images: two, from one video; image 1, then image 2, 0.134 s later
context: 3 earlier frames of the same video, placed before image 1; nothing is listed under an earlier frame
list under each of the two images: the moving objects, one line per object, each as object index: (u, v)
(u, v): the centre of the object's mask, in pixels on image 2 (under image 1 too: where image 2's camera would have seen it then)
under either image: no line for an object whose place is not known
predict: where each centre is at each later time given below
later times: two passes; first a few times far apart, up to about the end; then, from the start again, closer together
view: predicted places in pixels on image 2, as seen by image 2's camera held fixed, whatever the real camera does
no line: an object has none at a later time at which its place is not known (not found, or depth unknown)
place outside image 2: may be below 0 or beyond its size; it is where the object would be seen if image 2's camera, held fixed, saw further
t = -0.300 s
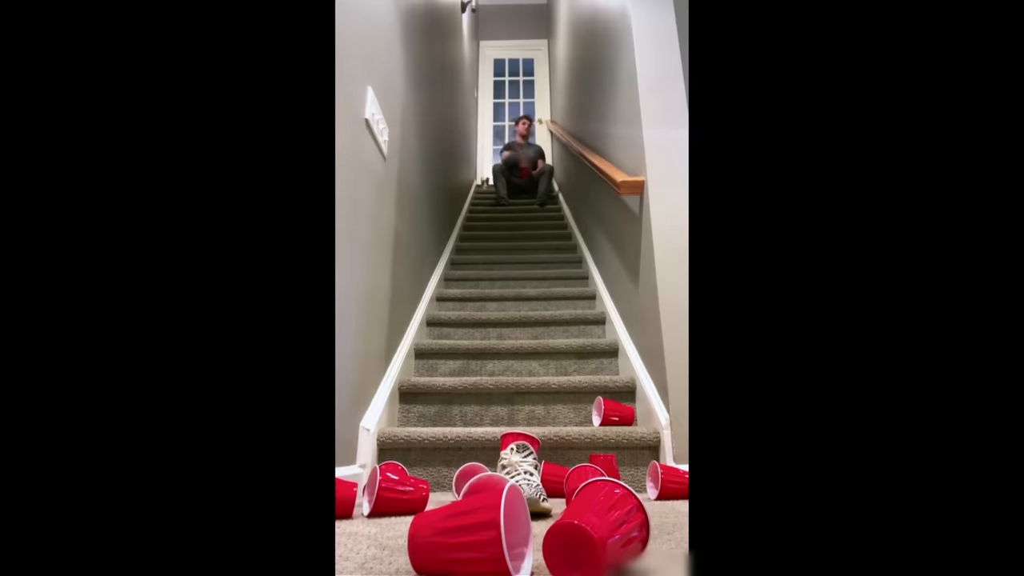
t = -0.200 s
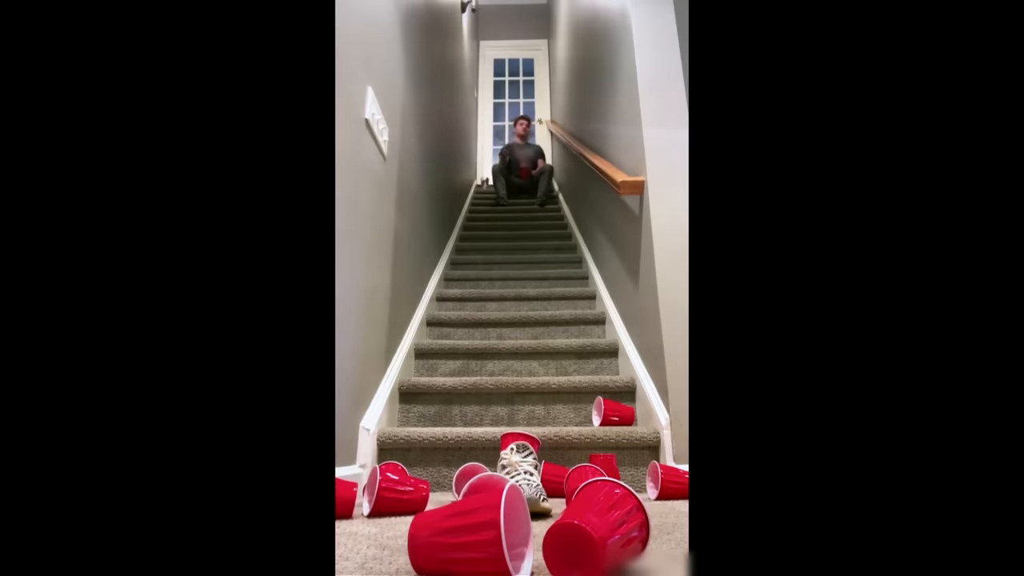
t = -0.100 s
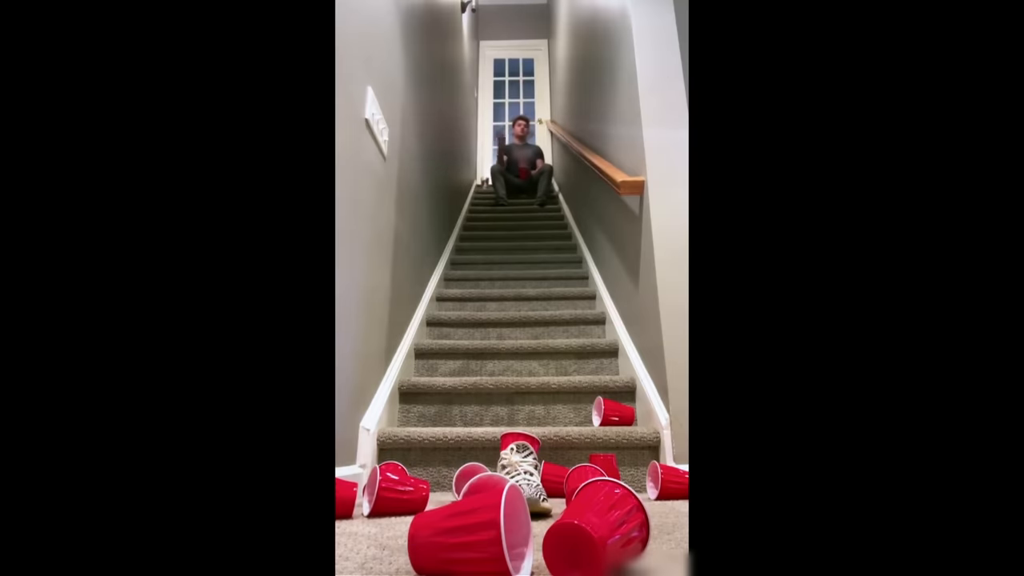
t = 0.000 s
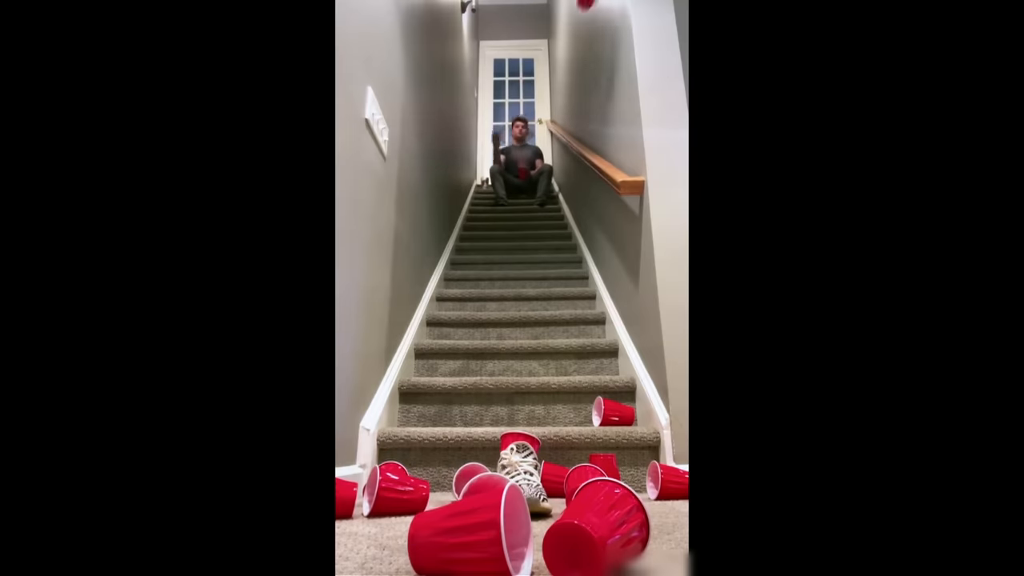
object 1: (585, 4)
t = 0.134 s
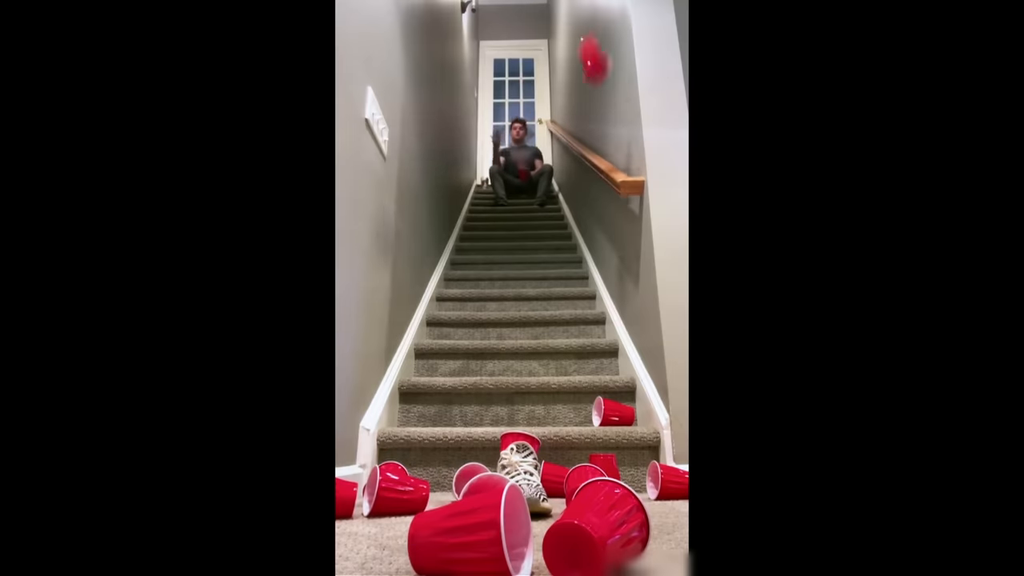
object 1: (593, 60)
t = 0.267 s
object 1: (598, 168)
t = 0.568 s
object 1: (581, 371)
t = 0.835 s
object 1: (533, 343)
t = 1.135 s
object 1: (530, 422)
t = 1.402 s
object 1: (525, 422)
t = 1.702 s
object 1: (522, 430)
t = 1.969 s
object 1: (523, 432)
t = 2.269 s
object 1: (524, 432)
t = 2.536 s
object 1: (524, 432)
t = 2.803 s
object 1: (525, 432)
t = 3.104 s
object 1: (525, 432)
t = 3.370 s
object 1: (525, 432)
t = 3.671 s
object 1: (525, 432)
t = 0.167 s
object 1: (593, 82)
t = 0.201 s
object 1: (594, 107)
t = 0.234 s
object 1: (596, 134)
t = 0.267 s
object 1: (598, 168)
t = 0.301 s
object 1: (601, 201)
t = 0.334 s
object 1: (603, 237)
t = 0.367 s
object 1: (603, 277)
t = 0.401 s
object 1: (599, 328)
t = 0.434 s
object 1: (604, 369)
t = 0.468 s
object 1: (604, 419)
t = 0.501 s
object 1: (599, 422)
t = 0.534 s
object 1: (588, 392)
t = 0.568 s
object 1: (581, 371)
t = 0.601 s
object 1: (574, 353)
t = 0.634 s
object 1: (568, 341)
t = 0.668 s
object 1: (561, 332)
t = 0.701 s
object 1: (555, 327)
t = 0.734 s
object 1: (549, 325)
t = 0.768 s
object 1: (543, 328)
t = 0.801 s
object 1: (538, 334)
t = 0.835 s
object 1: (533, 343)
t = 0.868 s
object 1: (528, 357)
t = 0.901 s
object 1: (523, 374)
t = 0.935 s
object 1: (517, 396)
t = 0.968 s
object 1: (513, 413)
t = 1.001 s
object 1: (508, 419)
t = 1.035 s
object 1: (505, 418)
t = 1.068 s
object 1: (511, 416)
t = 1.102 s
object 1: (520, 418)
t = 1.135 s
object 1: (530, 422)
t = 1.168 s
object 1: (534, 422)
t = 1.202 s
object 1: (535, 422)
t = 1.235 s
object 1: (535, 422)
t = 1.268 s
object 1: (535, 422)
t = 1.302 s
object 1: (533, 422)
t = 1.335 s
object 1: (532, 422)
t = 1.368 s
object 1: (529, 421)
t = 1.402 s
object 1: (525, 422)
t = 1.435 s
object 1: (522, 422)
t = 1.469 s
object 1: (520, 423)
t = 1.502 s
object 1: (520, 425)
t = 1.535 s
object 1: (521, 427)
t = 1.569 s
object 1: (522, 428)
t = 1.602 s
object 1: (522, 429)
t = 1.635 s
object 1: (521, 430)
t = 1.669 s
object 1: (522, 430)
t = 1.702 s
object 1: (522, 430)
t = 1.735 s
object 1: (522, 431)
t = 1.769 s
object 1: (522, 431)
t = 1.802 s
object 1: (522, 431)
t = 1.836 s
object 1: (523, 431)
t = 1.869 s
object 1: (523, 431)
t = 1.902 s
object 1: (523, 431)
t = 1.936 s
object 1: (523, 431)
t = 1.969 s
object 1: (523, 432)
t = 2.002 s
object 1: (523, 432)
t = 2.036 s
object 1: (524, 432)
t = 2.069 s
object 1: (523, 432)
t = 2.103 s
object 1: (523, 432)
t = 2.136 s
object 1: (523, 432)
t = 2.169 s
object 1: (523, 432)
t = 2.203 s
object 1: (523, 432)
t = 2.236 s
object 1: (524, 432)
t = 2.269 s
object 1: (524, 432)
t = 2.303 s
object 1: (524, 432)
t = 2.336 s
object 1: (524, 432)
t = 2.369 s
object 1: (524, 432)
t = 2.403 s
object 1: (524, 432)
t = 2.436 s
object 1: (524, 432)
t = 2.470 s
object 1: (524, 432)
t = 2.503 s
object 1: (524, 432)
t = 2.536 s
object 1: (524, 432)
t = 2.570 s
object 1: (524, 432)
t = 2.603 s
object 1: (524, 432)
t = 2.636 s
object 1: (524, 432)
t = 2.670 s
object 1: (524, 432)
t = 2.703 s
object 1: (524, 432)
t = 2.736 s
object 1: (524, 432)
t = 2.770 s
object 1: (525, 432)
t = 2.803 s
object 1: (525, 432)
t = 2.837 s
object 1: (525, 432)
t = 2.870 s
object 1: (525, 432)
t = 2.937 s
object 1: (525, 432)
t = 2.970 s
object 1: (525, 432)
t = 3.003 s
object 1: (525, 432)
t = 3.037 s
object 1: (525, 432)
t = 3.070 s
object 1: (524, 432)
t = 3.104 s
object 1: (525, 432)
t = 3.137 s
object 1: (525, 432)
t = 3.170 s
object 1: (524, 432)
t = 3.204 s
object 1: (525, 432)
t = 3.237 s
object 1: (524, 432)
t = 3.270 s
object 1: (525, 432)
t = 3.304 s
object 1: (525, 432)
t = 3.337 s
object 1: (525, 432)
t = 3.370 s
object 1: (525, 432)
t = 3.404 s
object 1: (525, 432)
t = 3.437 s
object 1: (525, 432)
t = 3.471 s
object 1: (525, 432)
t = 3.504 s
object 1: (525, 432)
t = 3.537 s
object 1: (525, 432)
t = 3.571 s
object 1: (525, 432)
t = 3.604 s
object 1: (525, 432)
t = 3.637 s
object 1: (525, 432)
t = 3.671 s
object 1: (525, 432)
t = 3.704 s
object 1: (525, 432)
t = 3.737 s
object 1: (525, 432)
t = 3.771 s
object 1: (525, 432)
